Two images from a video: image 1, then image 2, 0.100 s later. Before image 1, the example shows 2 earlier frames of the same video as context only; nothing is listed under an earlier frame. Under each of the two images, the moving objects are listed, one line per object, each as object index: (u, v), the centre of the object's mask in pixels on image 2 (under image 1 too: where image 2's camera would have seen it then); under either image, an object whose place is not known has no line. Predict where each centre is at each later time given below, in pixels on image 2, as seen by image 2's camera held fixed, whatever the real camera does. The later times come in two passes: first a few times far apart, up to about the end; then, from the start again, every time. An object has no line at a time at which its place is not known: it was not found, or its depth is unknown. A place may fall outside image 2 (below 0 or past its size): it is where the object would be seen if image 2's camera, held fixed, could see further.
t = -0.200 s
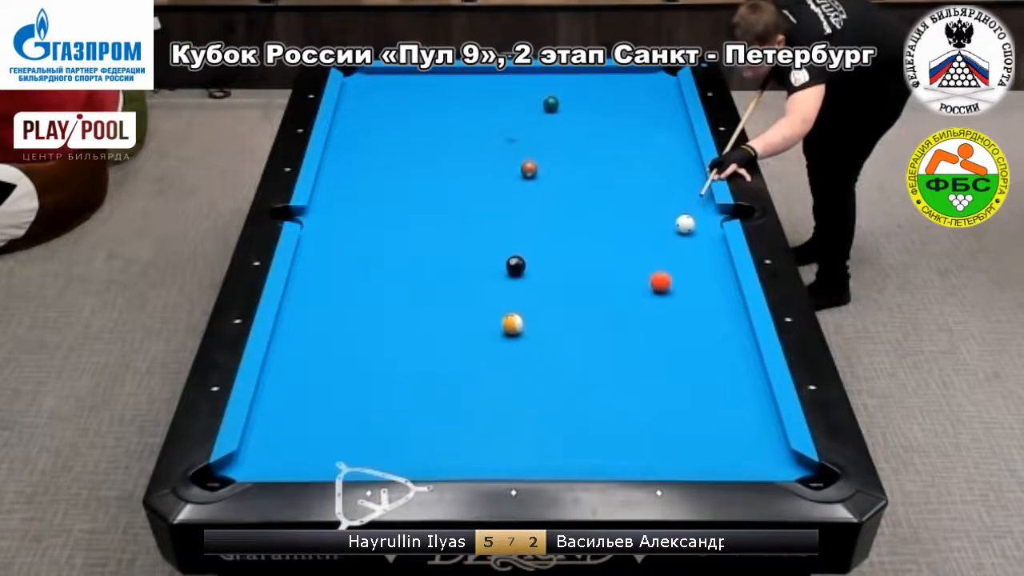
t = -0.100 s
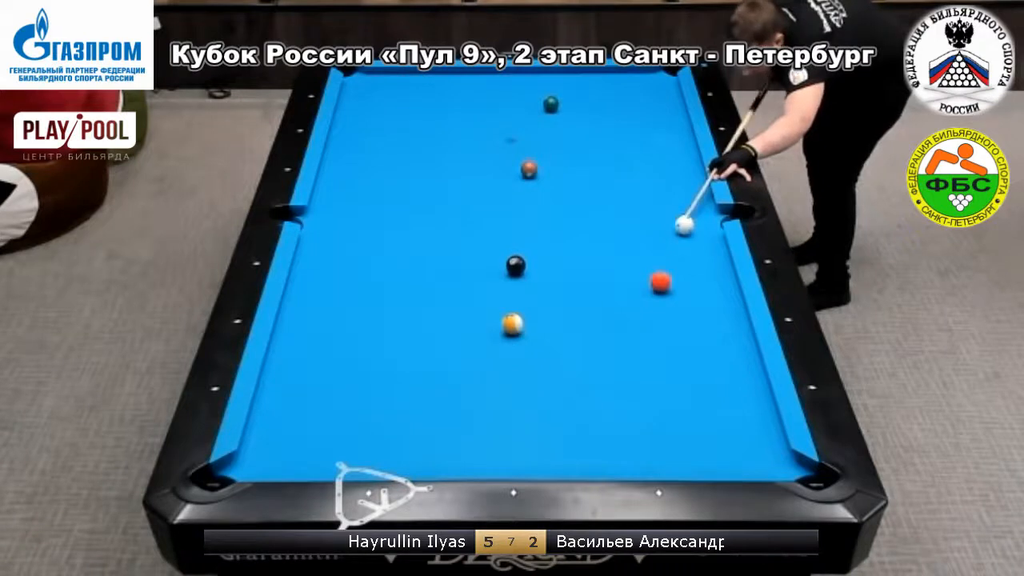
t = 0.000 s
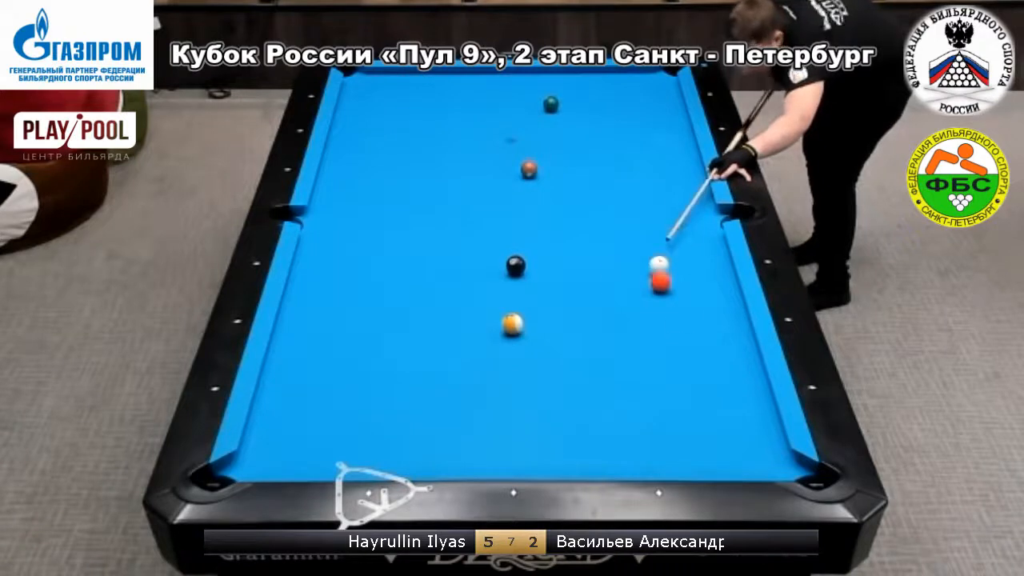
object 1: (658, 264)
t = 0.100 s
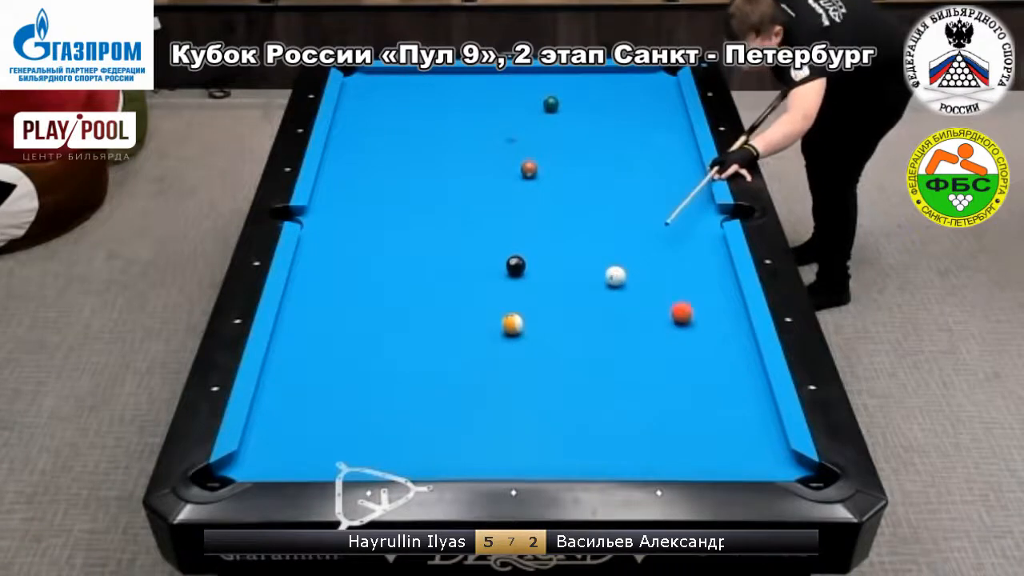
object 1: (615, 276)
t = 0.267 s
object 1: (552, 279)
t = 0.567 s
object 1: (459, 277)
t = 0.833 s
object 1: (378, 276)
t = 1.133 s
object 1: (300, 274)
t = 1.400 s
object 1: (345, 259)
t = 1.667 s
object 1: (382, 245)
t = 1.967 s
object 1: (421, 231)
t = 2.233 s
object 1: (452, 220)
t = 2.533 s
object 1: (485, 208)
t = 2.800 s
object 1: (511, 199)
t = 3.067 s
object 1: (535, 190)
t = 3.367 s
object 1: (561, 181)
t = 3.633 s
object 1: (581, 174)
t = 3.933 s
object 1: (602, 166)
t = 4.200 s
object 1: (619, 161)
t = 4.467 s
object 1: (635, 156)
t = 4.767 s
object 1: (651, 150)
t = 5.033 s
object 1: (663, 146)
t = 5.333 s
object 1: (675, 142)
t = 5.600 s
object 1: (684, 138)
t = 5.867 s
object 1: (684, 136)
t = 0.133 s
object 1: (601, 277)
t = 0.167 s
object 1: (588, 278)
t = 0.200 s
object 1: (575, 279)
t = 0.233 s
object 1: (563, 279)
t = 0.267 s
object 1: (552, 279)
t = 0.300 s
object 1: (541, 279)
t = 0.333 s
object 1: (531, 279)
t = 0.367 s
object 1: (521, 279)
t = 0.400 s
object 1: (510, 278)
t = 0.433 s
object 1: (500, 278)
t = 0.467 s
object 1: (489, 278)
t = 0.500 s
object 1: (479, 278)
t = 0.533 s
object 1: (469, 278)
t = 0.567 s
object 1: (459, 277)
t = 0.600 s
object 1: (448, 277)
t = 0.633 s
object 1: (438, 277)
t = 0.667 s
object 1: (428, 277)
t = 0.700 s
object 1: (419, 277)
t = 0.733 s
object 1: (408, 277)
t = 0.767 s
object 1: (398, 277)
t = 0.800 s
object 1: (388, 276)
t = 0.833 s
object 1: (378, 276)
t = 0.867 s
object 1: (369, 276)
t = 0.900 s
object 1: (359, 276)
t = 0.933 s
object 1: (349, 276)
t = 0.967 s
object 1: (339, 276)
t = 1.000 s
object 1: (329, 276)
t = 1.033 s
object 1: (320, 275)
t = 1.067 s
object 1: (310, 275)
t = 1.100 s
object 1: (300, 275)
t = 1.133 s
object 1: (300, 274)
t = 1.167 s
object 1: (308, 272)
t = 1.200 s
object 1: (314, 270)
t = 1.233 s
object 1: (320, 268)
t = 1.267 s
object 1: (325, 266)
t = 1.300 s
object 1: (330, 264)
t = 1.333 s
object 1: (335, 262)
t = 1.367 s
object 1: (340, 261)
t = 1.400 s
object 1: (345, 259)
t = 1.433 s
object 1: (349, 257)
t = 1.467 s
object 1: (354, 255)
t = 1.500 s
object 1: (359, 254)
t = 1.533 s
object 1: (364, 252)
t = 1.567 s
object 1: (368, 250)
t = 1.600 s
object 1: (373, 248)
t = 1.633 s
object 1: (377, 247)
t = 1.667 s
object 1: (382, 245)
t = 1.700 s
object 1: (386, 244)
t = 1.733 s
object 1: (391, 242)
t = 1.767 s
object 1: (395, 240)
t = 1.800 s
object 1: (400, 239)
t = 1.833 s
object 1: (404, 237)
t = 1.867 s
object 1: (408, 236)
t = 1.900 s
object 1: (412, 234)
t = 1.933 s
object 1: (417, 233)
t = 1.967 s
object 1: (421, 231)
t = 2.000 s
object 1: (425, 230)
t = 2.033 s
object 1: (428, 228)
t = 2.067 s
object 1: (433, 227)
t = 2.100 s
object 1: (437, 225)
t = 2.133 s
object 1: (441, 224)
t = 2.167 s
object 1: (445, 223)
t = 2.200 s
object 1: (448, 221)
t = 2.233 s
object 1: (452, 220)
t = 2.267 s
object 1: (456, 219)
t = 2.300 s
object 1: (460, 217)
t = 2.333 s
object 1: (463, 216)
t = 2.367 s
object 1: (467, 215)
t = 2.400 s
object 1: (470, 213)
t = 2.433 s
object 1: (474, 212)
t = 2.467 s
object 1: (478, 211)
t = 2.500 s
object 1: (481, 209)
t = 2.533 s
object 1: (485, 208)
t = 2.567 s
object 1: (488, 207)
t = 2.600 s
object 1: (491, 206)
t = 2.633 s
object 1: (495, 204)
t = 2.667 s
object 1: (498, 203)
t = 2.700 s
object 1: (501, 202)
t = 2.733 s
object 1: (505, 201)
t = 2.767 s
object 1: (508, 200)
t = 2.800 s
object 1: (511, 199)
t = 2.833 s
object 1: (514, 198)
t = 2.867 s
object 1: (517, 197)
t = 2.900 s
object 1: (520, 195)
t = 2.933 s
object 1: (523, 194)
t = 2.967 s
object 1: (526, 193)
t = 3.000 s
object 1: (529, 192)
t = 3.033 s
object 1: (532, 191)
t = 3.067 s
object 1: (535, 190)
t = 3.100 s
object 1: (538, 189)
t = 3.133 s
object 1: (541, 188)
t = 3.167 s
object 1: (544, 187)
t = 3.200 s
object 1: (547, 186)
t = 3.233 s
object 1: (550, 185)
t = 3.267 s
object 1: (552, 184)
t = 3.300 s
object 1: (555, 183)
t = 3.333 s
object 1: (558, 182)
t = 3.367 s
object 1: (561, 181)
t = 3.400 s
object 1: (563, 180)
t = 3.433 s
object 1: (566, 179)
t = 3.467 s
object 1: (568, 178)
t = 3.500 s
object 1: (571, 178)
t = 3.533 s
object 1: (574, 176)
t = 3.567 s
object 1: (576, 176)
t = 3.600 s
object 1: (579, 175)
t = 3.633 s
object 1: (581, 174)
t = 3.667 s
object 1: (583, 173)
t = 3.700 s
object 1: (586, 172)
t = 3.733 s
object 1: (588, 171)
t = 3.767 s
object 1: (591, 170)
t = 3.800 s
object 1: (593, 170)
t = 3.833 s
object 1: (596, 169)
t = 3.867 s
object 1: (598, 168)
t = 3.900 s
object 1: (600, 167)
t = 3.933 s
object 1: (602, 166)
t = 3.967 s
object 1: (605, 166)
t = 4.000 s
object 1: (607, 165)
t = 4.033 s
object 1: (609, 164)
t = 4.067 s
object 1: (611, 163)
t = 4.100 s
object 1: (614, 163)
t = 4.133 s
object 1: (615, 162)
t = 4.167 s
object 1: (617, 161)
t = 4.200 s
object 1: (619, 161)
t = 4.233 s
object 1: (622, 160)
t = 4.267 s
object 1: (623, 159)
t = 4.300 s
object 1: (625, 158)
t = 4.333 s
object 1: (627, 158)
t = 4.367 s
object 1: (629, 157)
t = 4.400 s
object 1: (631, 157)
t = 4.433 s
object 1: (633, 156)
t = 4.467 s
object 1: (635, 156)
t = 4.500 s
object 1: (637, 155)
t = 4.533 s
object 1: (638, 154)
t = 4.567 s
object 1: (640, 154)
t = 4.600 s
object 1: (643, 153)
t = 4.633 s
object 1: (644, 152)
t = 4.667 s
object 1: (646, 152)
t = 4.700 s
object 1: (647, 151)
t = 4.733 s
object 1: (649, 151)
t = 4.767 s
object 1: (651, 150)
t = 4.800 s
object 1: (653, 149)
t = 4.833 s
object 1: (655, 149)
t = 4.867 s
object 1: (656, 148)
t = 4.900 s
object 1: (657, 148)
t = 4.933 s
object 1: (659, 147)
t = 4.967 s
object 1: (660, 147)
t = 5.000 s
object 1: (661, 146)
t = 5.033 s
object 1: (663, 146)
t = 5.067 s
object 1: (664, 145)
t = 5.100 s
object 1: (666, 145)
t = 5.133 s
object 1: (668, 144)
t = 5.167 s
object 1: (669, 144)
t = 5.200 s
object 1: (670, 143)
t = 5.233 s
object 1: (671, 143)
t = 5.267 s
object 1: (673, 143)
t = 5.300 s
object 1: (674, 142)
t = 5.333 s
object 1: (675, 142)
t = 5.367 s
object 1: (677, 141)
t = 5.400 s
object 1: (678, 141)
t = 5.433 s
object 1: (679, 140)
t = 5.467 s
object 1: (680, 140)
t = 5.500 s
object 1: (681, 139)
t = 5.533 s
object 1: (682, 139)
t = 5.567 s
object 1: (683, 138)
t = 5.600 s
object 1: (684, 138)
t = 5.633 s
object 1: (685, 138)
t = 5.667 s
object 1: (686, 137)
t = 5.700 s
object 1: (687, 137)
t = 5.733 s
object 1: (686, 137)
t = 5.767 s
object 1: (686, 136)
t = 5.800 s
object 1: (685, 136)
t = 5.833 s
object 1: (684, 136)
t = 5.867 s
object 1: (684, 136)
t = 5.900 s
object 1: (683, 136)
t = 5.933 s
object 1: (682, 135)
